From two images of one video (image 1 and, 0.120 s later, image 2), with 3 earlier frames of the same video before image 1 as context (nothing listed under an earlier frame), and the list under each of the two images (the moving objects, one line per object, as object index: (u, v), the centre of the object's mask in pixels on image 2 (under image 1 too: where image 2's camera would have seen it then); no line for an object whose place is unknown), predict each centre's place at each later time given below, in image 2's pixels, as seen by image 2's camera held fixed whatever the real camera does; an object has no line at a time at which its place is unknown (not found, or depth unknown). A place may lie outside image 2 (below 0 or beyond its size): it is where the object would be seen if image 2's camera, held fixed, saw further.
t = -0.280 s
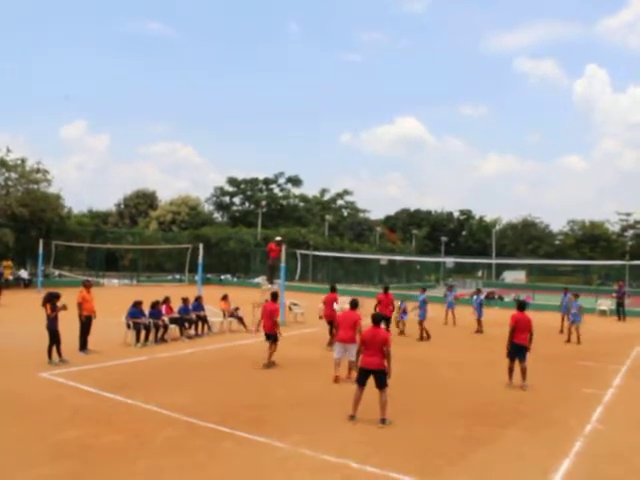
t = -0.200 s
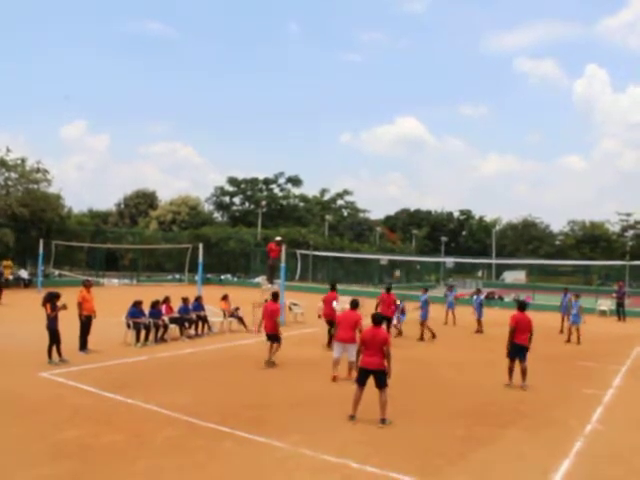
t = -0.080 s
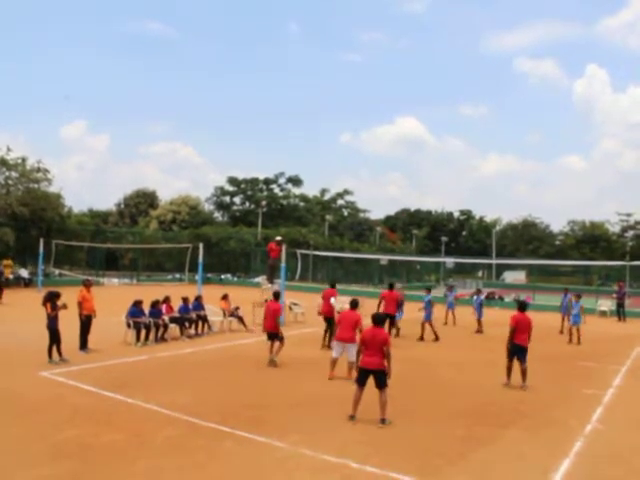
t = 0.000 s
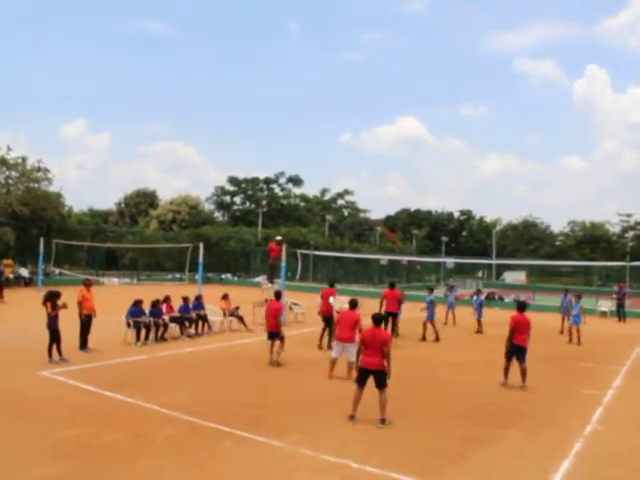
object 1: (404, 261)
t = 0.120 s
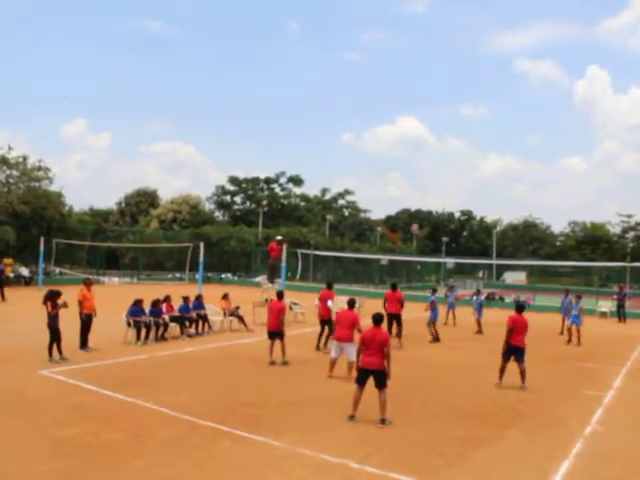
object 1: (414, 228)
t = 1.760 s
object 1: (513, 245)
